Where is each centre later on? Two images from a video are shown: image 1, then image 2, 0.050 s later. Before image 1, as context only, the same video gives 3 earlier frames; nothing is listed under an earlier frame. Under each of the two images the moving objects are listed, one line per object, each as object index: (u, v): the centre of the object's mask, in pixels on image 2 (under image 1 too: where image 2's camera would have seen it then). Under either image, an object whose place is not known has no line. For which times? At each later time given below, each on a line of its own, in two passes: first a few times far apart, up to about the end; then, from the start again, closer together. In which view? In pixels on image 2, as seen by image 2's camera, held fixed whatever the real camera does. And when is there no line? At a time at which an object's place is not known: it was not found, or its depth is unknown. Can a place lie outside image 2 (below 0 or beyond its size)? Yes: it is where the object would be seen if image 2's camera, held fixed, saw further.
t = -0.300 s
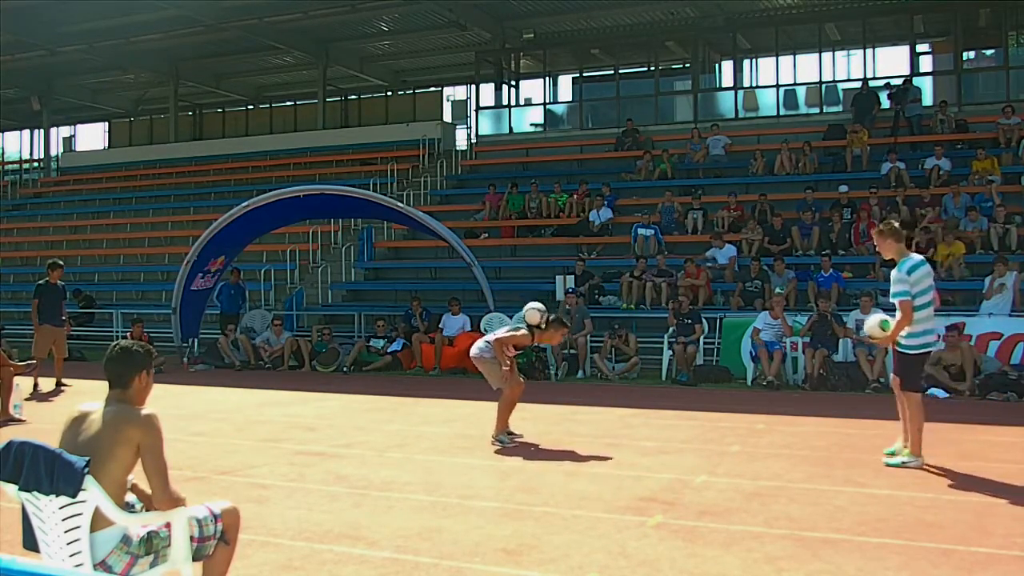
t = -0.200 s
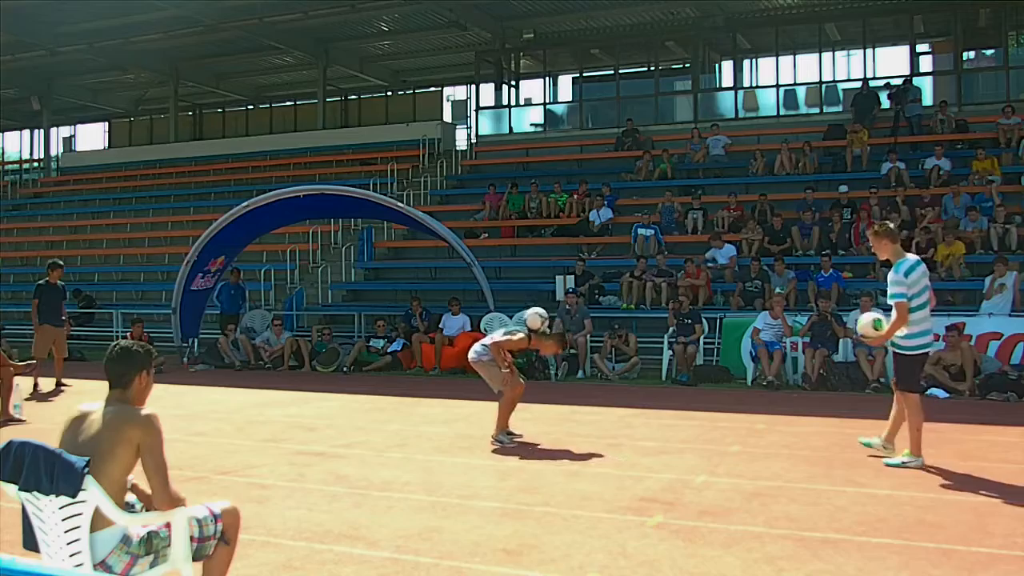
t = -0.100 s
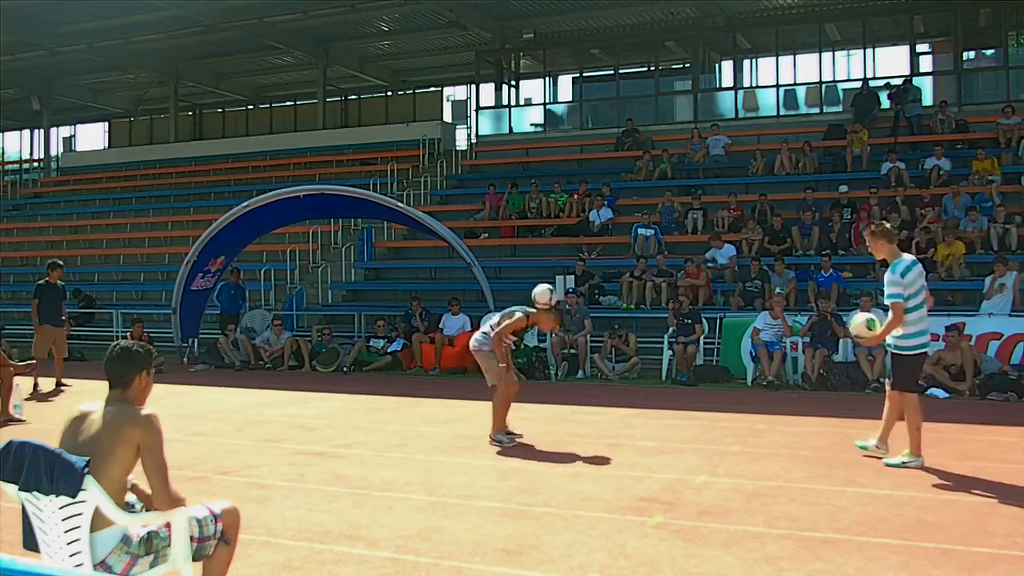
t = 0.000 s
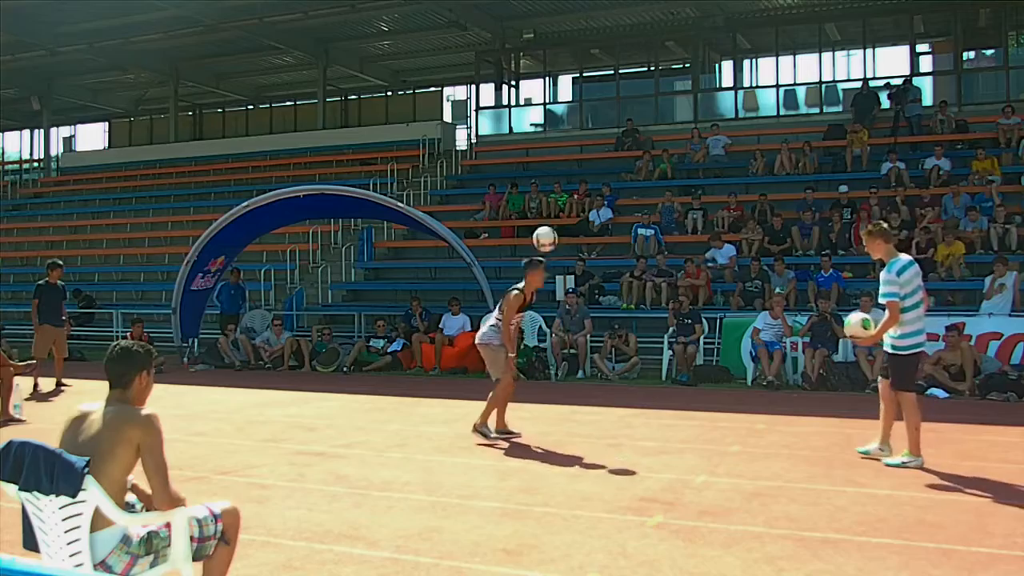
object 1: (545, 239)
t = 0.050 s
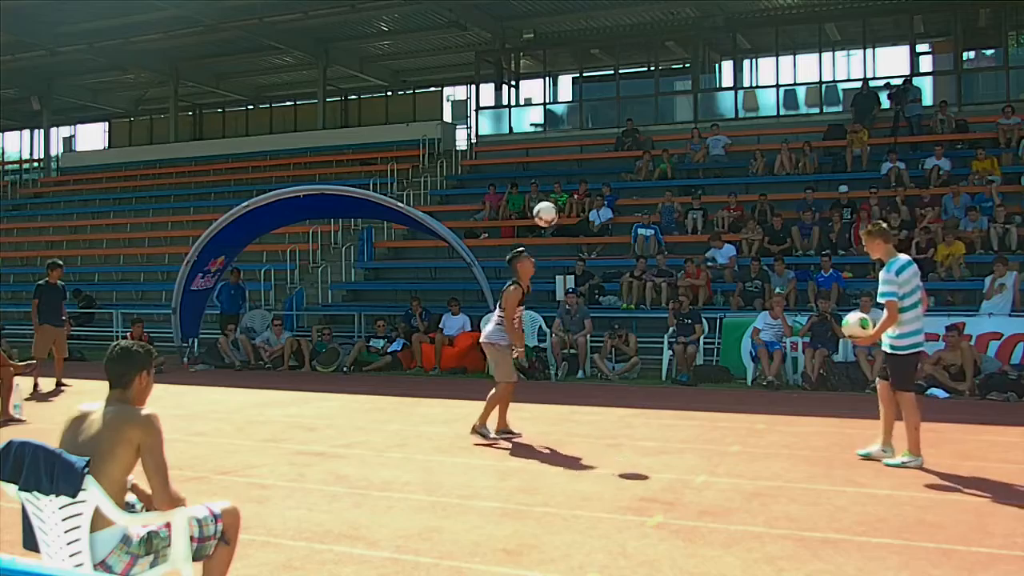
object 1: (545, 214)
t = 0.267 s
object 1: (547, 140)
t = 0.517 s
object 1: (550, 120)
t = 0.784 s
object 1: (552, 172)
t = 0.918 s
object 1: (555, 228)
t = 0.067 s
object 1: (545, 206)
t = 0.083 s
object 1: (545, 199)
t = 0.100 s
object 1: (545, 192)
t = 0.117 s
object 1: (546, 185)
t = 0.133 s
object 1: (546, 179)
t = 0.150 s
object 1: (546, 173)
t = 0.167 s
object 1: (546, 168)
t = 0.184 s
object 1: (546, 162)
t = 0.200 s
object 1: (547, 157)
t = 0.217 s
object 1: (547, 152)
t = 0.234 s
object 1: (547, 148)
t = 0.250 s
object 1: (547, 144)
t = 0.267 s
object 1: (547, 140)
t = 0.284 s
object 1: (547, 136)
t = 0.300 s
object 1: (548, 133)
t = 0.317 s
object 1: (548, 130)
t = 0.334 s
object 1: (548, 128)
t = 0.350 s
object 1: (548, 126)
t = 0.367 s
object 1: (548, 124)
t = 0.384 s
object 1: (548, 122)
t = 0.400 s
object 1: (549, 122)
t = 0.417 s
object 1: (549, 120)
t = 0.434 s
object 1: (549, 120)
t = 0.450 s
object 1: (549, 120)
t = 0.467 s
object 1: (549, 120)
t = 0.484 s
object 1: (549, 120)
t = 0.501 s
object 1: (549, 120)
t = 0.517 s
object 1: (550, 120)
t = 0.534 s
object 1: (550, 121)
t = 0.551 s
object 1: (550, 121)
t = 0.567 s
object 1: (550, 122)
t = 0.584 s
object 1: (550, 124)
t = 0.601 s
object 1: (550, 127)
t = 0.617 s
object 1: (550, 130)
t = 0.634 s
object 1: (550, 132)
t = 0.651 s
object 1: (550, 135)
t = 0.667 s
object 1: (551, 139)
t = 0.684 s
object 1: (551, 142)
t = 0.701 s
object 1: (551, 146)
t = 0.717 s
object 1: (552, 151)
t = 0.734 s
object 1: (552, 156)
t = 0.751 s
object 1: (552, 161)
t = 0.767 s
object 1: (552, 166)
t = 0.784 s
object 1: (552, 172)
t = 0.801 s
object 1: (553, 178)
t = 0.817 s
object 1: (553, 184)
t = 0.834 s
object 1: (553, 190)
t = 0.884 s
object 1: (554, 212)
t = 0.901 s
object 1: (554, 219)
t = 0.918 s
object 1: (555, 228)
